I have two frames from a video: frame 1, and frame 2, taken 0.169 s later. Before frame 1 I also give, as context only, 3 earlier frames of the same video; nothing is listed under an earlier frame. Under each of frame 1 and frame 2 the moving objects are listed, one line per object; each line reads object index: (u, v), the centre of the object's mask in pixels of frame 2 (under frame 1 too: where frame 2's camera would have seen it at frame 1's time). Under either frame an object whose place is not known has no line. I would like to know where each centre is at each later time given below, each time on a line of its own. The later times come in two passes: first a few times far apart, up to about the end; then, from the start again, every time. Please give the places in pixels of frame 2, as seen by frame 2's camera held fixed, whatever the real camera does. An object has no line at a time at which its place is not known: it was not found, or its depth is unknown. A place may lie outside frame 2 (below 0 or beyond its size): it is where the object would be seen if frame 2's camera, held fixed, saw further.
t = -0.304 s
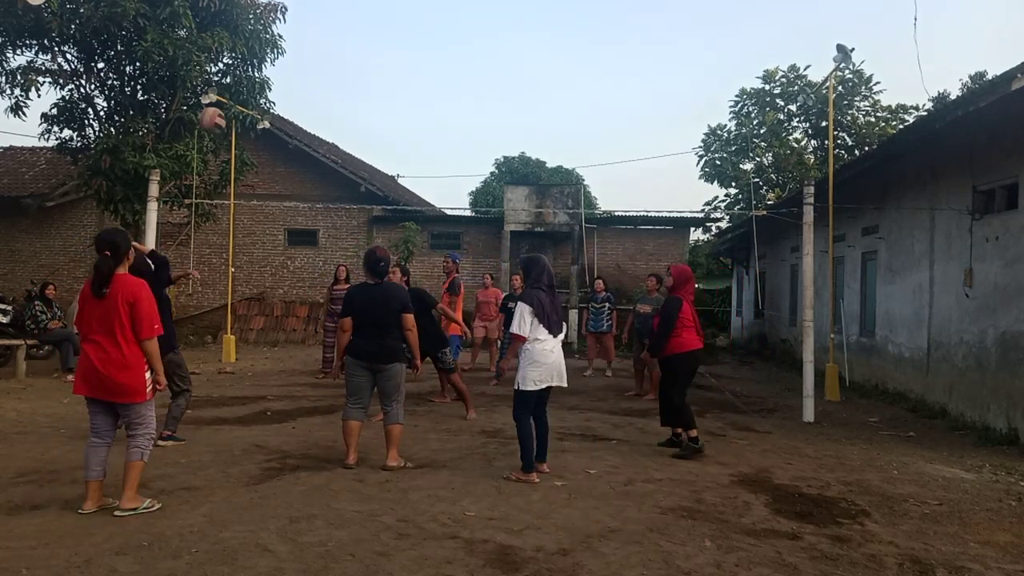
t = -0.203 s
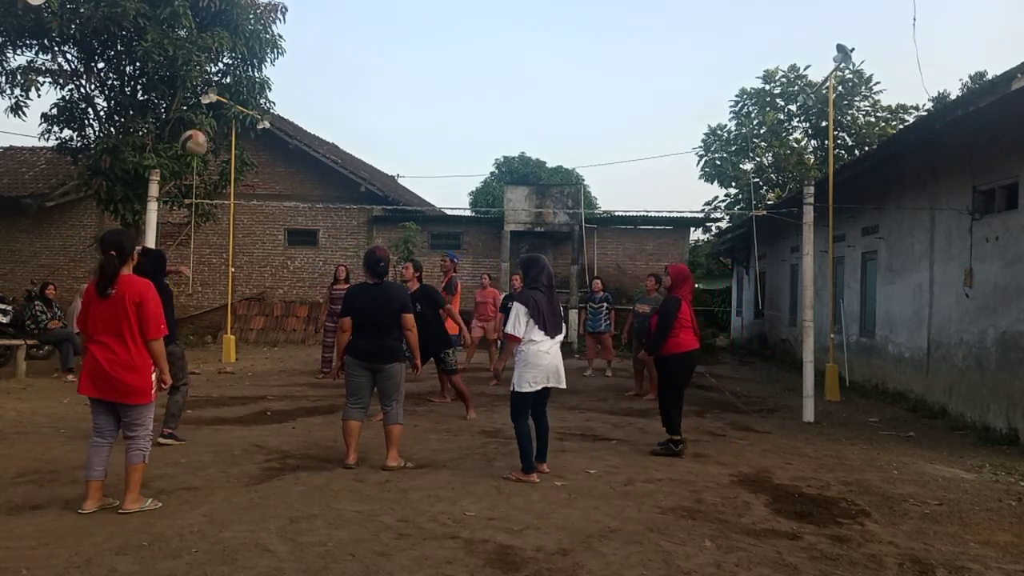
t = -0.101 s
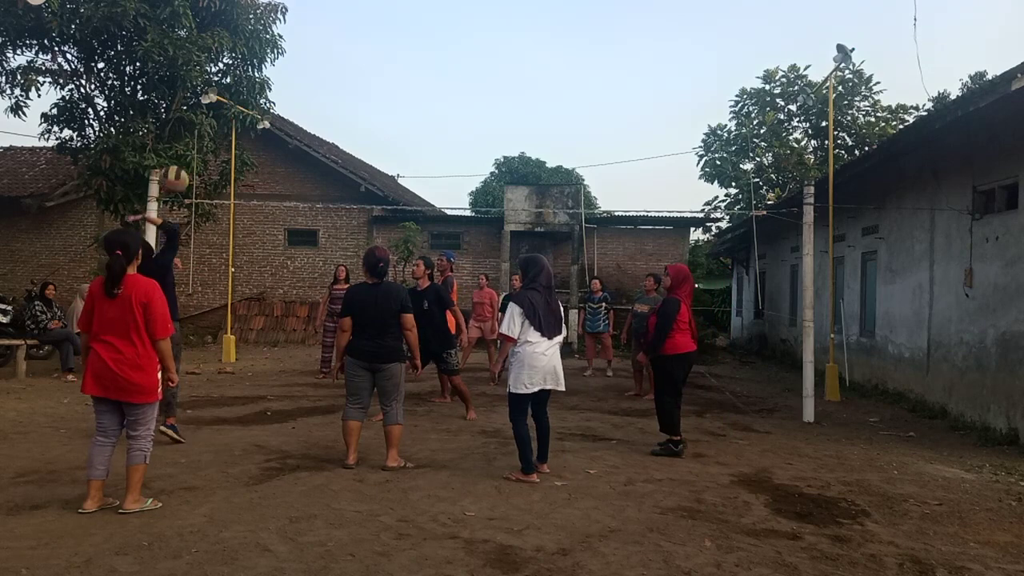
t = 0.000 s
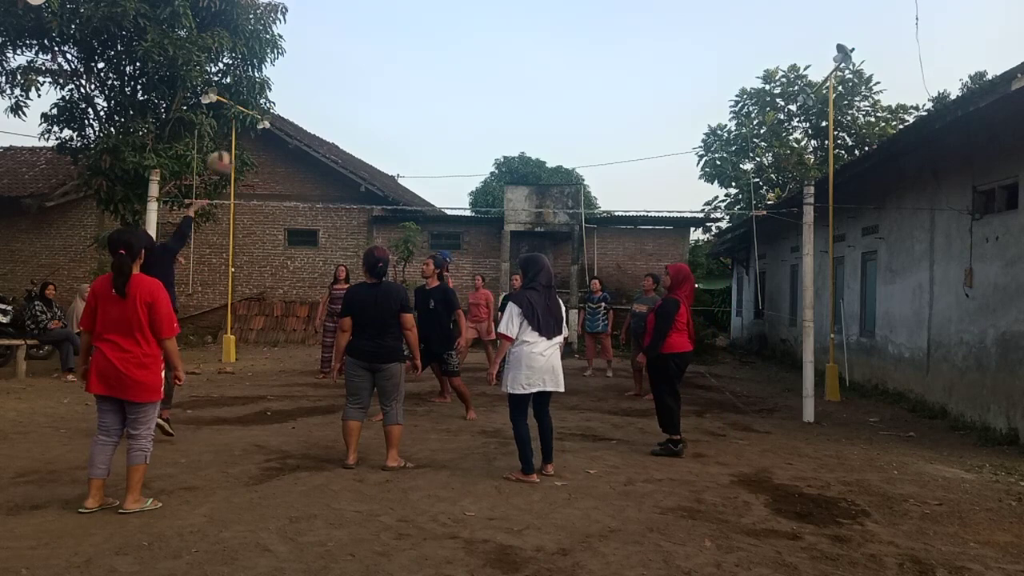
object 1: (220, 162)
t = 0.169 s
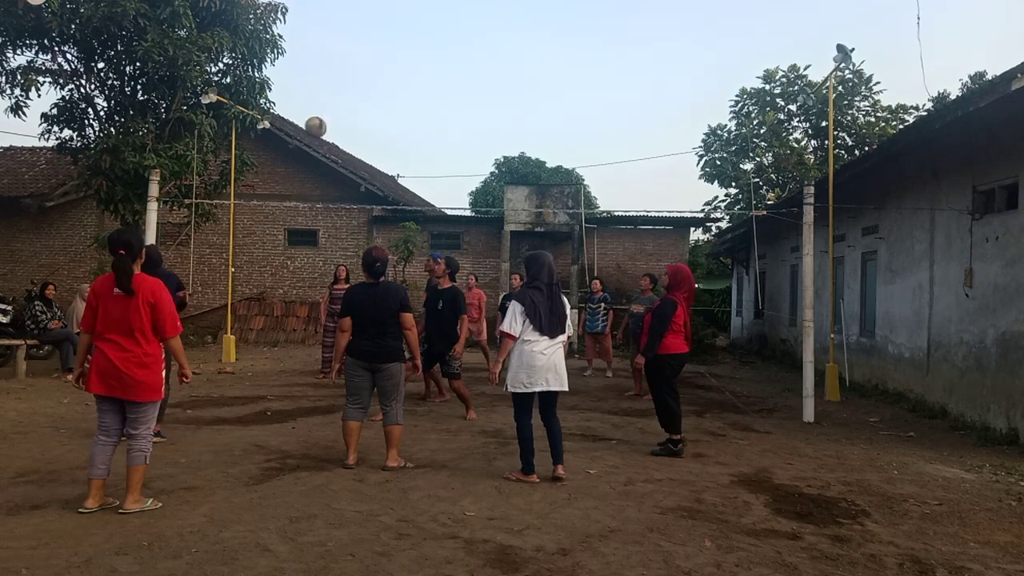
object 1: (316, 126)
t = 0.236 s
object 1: (344, 123)
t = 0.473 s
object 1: (419, 144)
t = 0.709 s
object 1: (466, 191)
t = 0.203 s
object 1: (330, 124)
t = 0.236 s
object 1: (344, 123)
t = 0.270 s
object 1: (357, 124)
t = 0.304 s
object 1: (370, 125)
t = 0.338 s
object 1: (381, 127)
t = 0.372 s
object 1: (392, 130)
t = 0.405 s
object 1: (402, 134)
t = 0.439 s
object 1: (411, 139)
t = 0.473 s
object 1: (419, 144)
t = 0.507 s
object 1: (427, 149)
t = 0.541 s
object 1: (435, 155)
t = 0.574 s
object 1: (442, 162)
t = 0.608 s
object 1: (448, 169)
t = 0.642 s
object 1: (455, 176)
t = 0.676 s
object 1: (461, 183)
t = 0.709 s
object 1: (466, 191)
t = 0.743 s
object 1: (472, 199)
